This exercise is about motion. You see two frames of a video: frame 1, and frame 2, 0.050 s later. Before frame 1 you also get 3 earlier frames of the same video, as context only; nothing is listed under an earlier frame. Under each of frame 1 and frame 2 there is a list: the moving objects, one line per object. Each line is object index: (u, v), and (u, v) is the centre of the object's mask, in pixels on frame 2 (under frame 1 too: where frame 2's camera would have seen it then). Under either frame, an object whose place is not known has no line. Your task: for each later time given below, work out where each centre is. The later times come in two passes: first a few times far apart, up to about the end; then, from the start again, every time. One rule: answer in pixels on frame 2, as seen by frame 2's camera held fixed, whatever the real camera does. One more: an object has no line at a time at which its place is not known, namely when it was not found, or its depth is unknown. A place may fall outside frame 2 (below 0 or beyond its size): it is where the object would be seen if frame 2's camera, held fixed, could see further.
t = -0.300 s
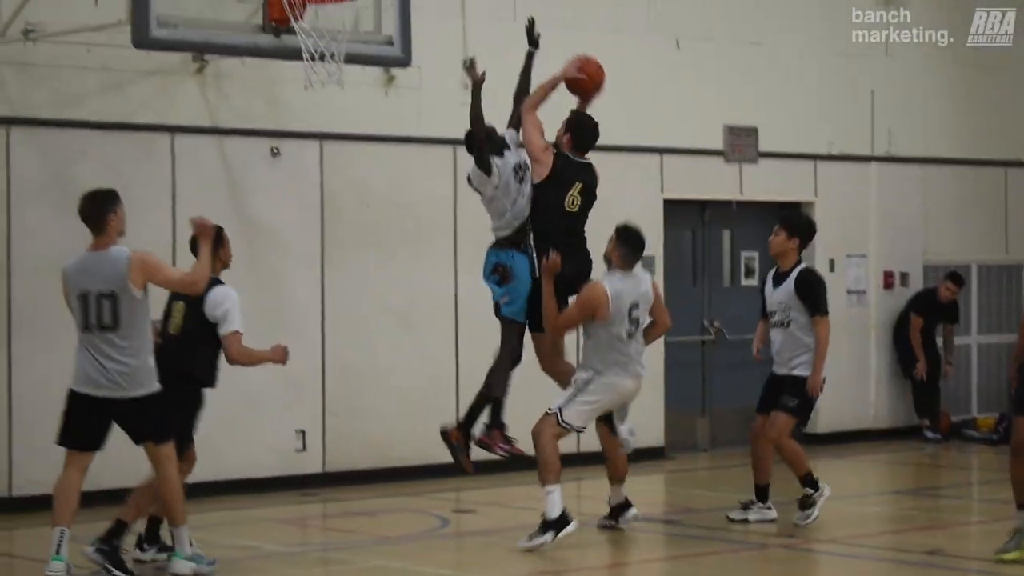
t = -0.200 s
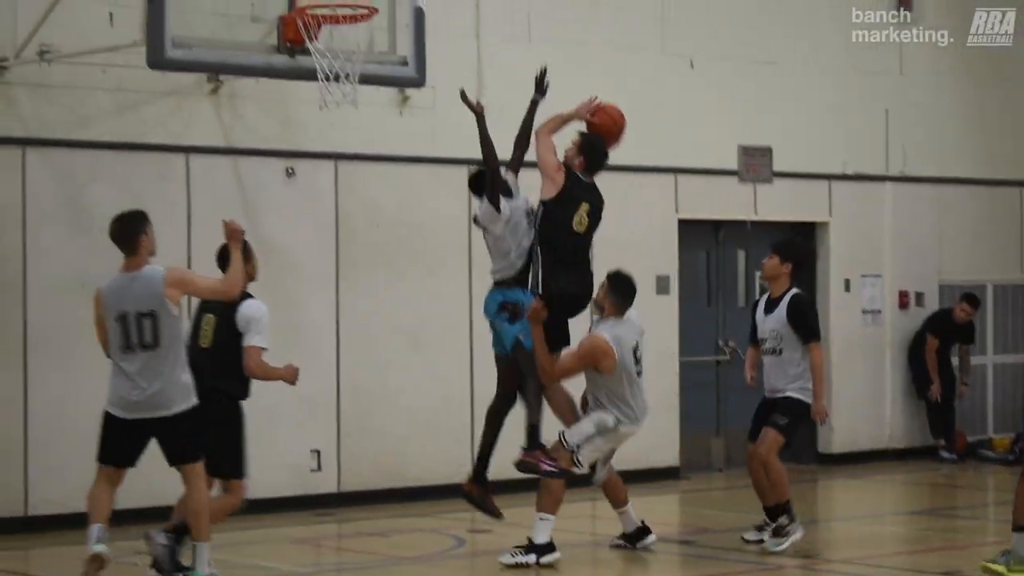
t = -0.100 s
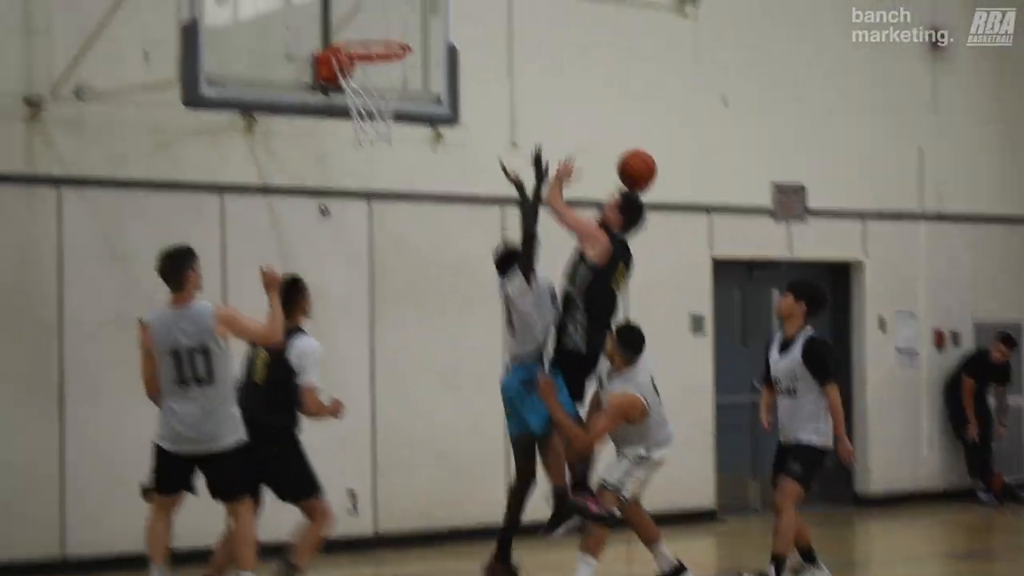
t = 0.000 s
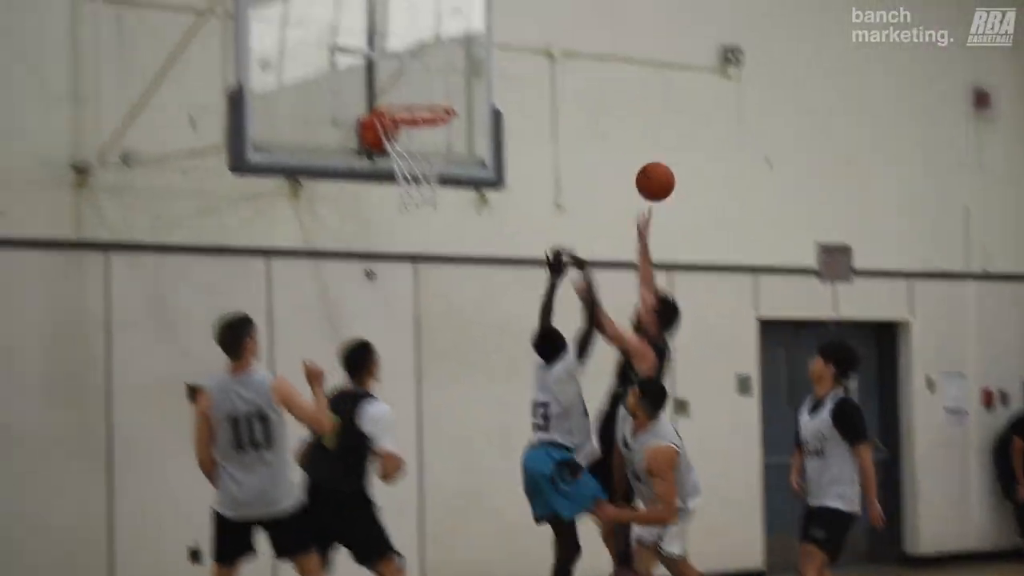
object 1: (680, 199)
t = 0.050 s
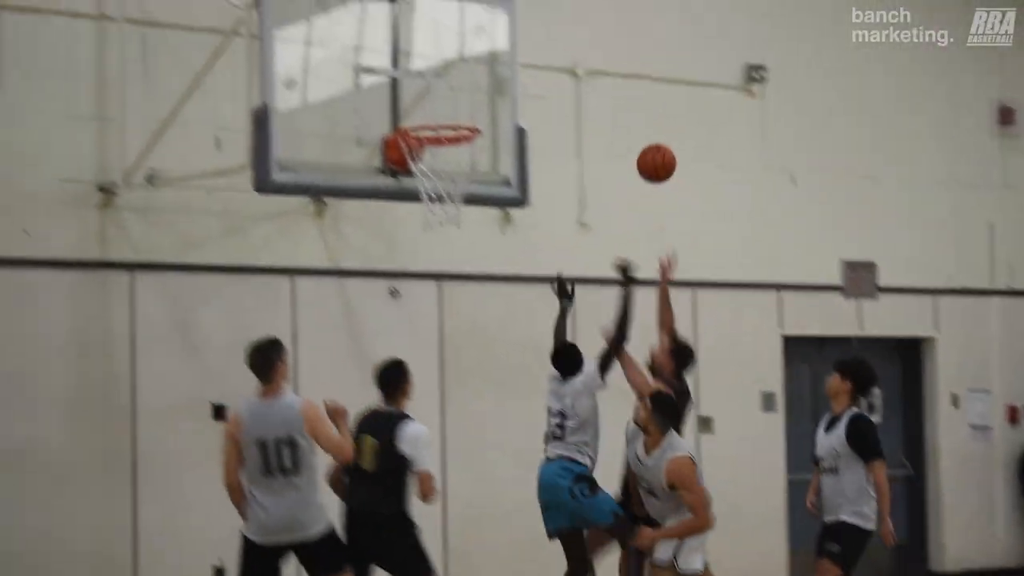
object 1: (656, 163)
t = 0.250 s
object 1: (564, 59)
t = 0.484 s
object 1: (461, 19)
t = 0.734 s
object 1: (441, 67)
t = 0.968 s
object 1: (452, 183)
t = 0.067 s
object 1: (648, 153)
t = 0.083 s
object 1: (641, 142)
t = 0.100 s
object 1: (633, 132)
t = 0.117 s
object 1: (626, 122)
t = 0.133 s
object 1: (617, 113)
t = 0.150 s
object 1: (610, 104)
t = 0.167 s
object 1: (602, 96)
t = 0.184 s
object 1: (595, 87)
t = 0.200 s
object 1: (587, 80)
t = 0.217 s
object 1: (580, 73)
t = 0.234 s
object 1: (572, 66)
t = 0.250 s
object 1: (564, 59)
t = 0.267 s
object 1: (557, 54)
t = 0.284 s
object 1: (549, 48)
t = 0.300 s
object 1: (541, 43)
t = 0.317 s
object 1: (534, 39)
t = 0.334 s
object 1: (527, 35)
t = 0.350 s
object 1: (520, 31)
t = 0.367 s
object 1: (512, 28)
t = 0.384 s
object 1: (505, 25)
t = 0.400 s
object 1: (497, 23)
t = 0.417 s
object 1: (489, 21)
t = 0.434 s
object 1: (482, 20)
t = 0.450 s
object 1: (475, 19)
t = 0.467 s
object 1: (467, 19)
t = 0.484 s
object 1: (461, 19)
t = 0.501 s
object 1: (459, 19)
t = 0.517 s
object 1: (458, 19)
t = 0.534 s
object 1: (457, 20)
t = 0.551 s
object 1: (455, 21)
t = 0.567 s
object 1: (454, 23)
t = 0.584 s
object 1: (453, 25)
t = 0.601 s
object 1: (451, 28)
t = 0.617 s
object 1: (450, 31)
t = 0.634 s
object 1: (449, 35)
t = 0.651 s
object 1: (447, 39)
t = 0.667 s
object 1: (446, 44)
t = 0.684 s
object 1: (445, 49)
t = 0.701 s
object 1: (444, 55)
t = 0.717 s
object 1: (442, 61)
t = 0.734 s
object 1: (441, 67)
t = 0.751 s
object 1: (440, 75)
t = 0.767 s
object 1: (439, 82)
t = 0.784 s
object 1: (438, 90)
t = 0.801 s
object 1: (436, 99)
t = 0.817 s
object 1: (435, 106)
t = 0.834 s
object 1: (434, 113)
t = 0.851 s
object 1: (433, 127)
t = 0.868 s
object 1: (436, 134)
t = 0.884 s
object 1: (439, 141)
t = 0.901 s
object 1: (440, 149)
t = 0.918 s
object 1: (444, 157)
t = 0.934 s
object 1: (447, 165)
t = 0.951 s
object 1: (449, 174)
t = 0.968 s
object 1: (452, 183)
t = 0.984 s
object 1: (454, 190)
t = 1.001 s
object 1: (455, 197)
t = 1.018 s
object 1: (456, 202)
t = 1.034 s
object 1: (457, 209)
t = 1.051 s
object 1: (458, 214)
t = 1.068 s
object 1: (459, 223)
